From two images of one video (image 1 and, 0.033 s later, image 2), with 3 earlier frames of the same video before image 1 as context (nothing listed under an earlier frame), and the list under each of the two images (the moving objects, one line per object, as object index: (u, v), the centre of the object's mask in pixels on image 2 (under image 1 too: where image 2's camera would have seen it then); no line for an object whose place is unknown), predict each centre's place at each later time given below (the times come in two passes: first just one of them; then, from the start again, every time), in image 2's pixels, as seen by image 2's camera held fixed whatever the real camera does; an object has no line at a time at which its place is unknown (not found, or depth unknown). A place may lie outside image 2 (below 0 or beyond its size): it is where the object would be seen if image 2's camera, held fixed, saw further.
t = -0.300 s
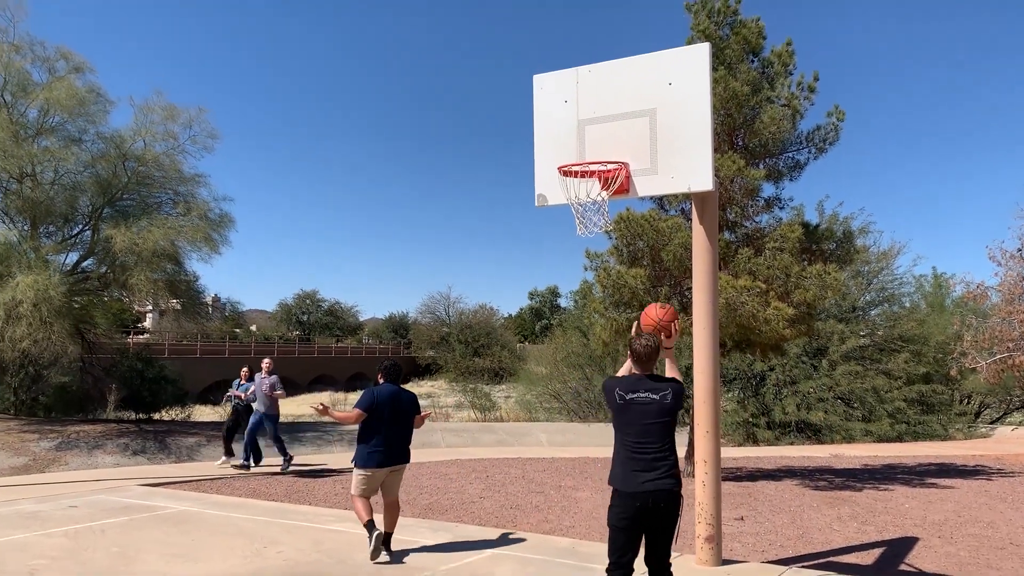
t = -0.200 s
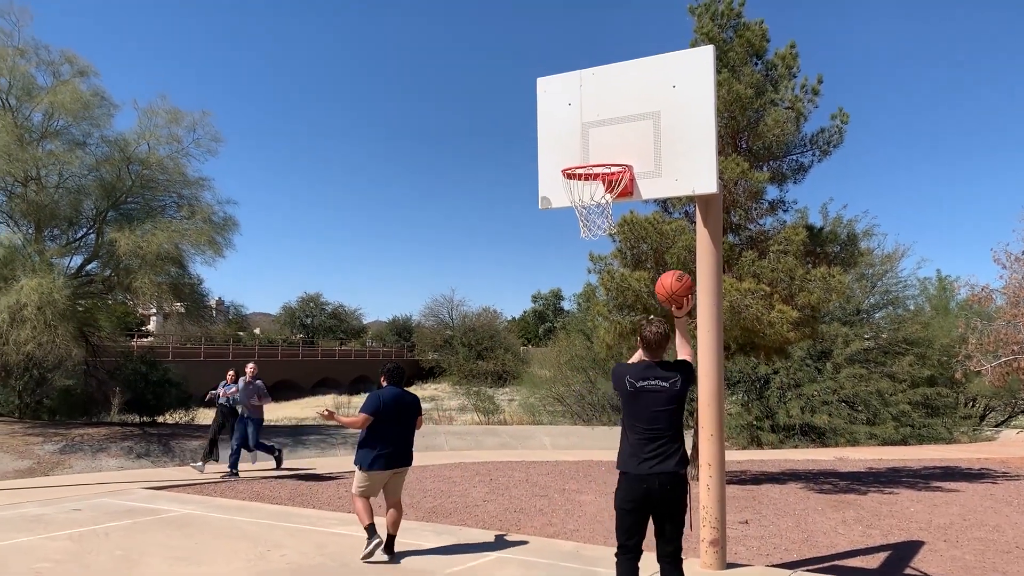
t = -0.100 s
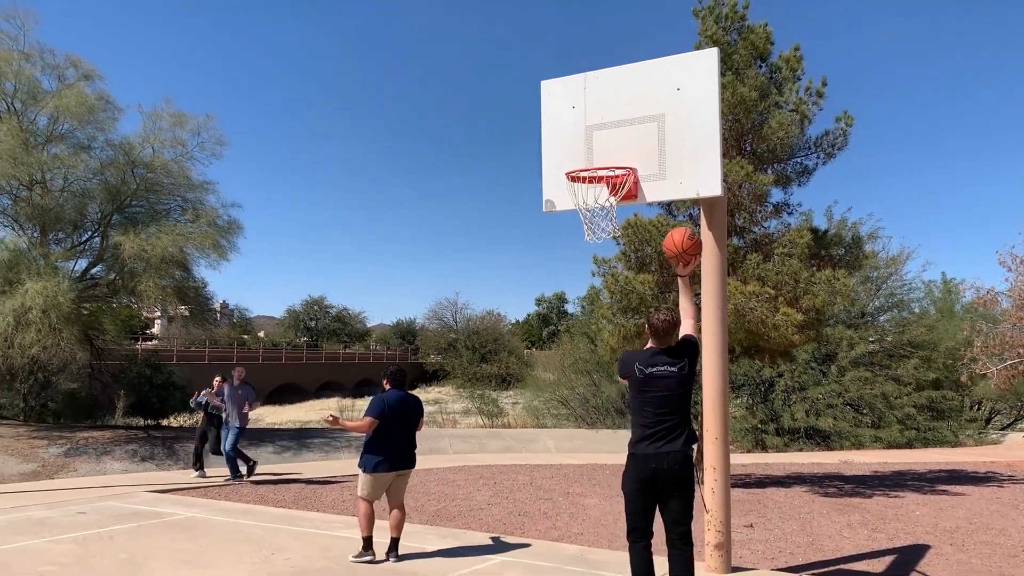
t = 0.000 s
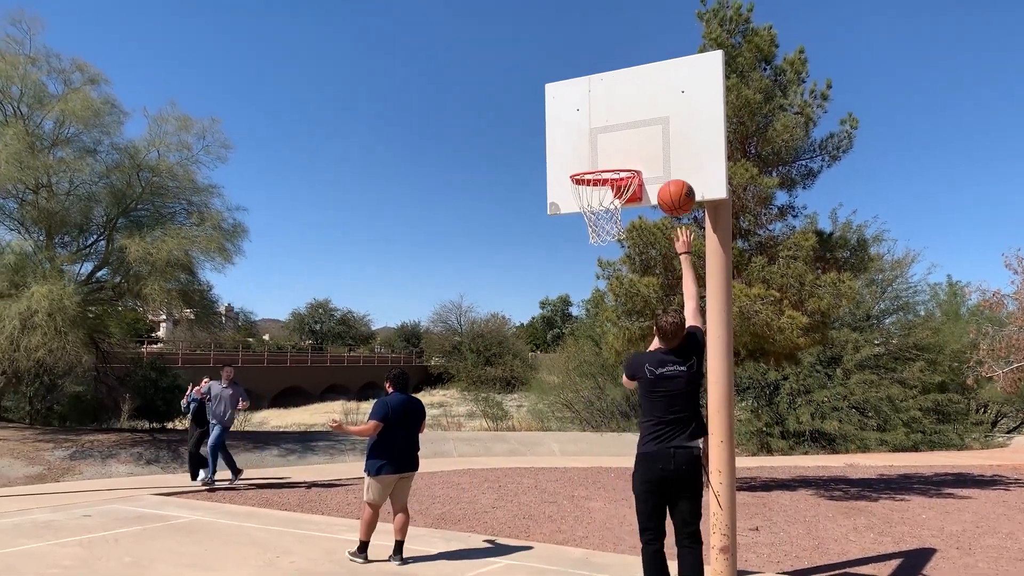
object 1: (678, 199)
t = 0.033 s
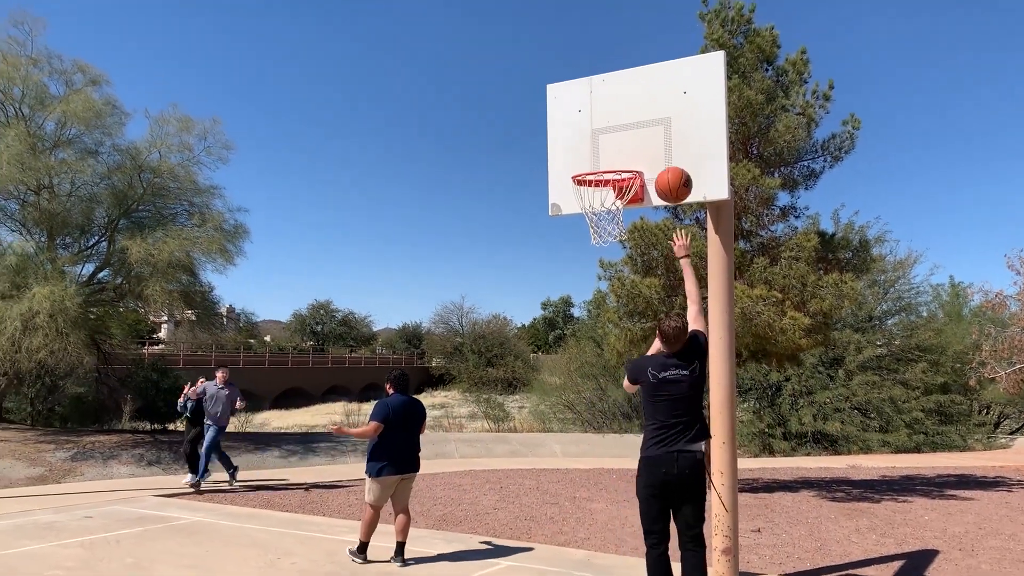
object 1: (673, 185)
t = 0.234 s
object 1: (646, 142)
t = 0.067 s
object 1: (669, 173)
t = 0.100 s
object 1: (664, 163)
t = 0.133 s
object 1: (659, 155)
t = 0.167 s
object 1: (655, 149)
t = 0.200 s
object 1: (650, 144)
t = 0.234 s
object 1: (646, 142)
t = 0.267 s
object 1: (641, 140)
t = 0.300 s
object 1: (636, 140)
